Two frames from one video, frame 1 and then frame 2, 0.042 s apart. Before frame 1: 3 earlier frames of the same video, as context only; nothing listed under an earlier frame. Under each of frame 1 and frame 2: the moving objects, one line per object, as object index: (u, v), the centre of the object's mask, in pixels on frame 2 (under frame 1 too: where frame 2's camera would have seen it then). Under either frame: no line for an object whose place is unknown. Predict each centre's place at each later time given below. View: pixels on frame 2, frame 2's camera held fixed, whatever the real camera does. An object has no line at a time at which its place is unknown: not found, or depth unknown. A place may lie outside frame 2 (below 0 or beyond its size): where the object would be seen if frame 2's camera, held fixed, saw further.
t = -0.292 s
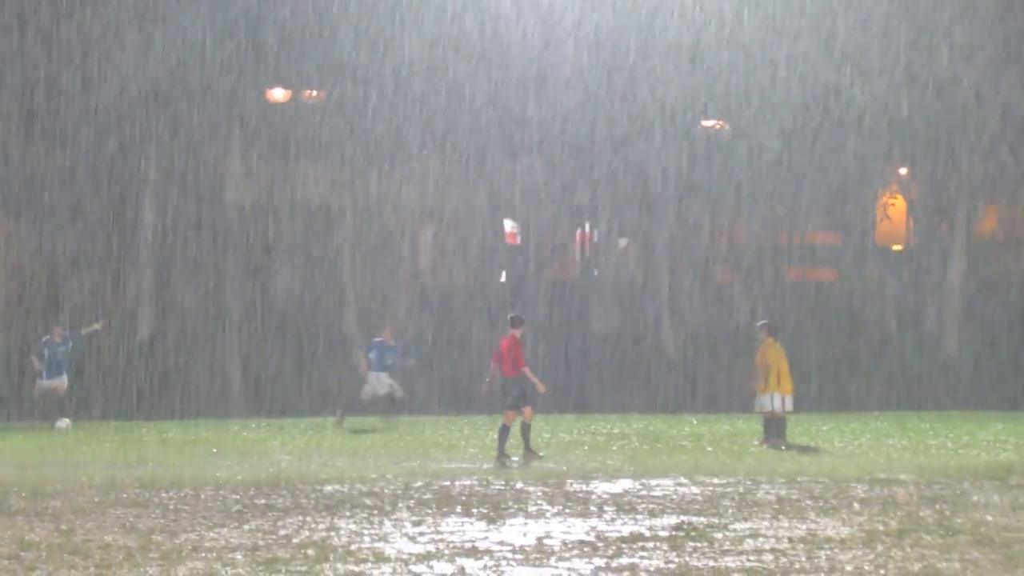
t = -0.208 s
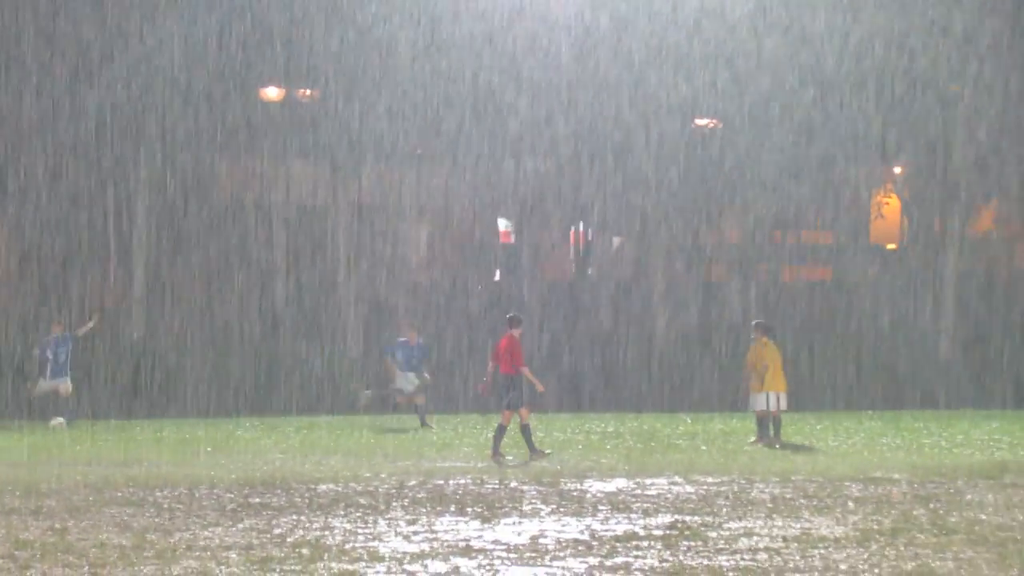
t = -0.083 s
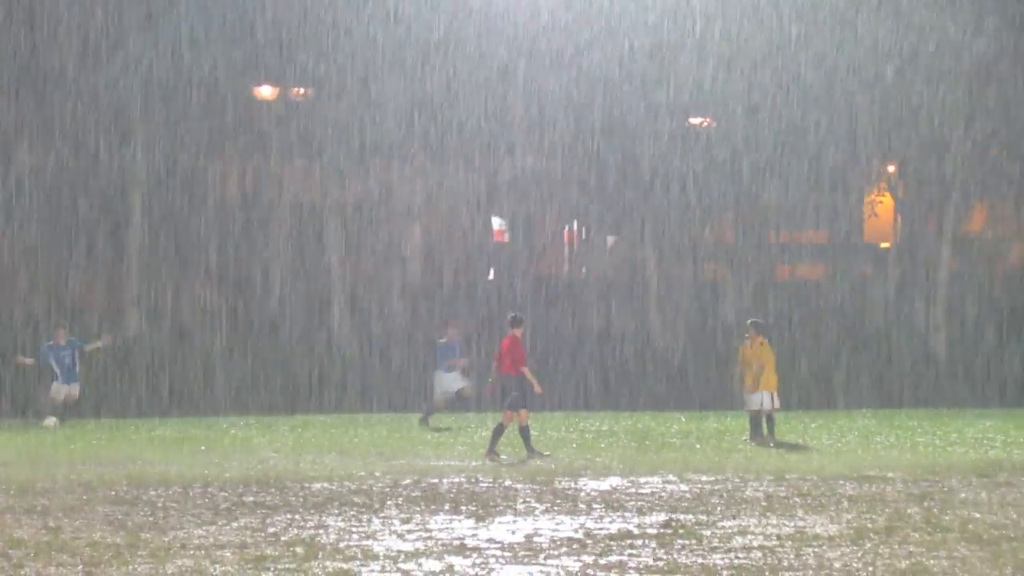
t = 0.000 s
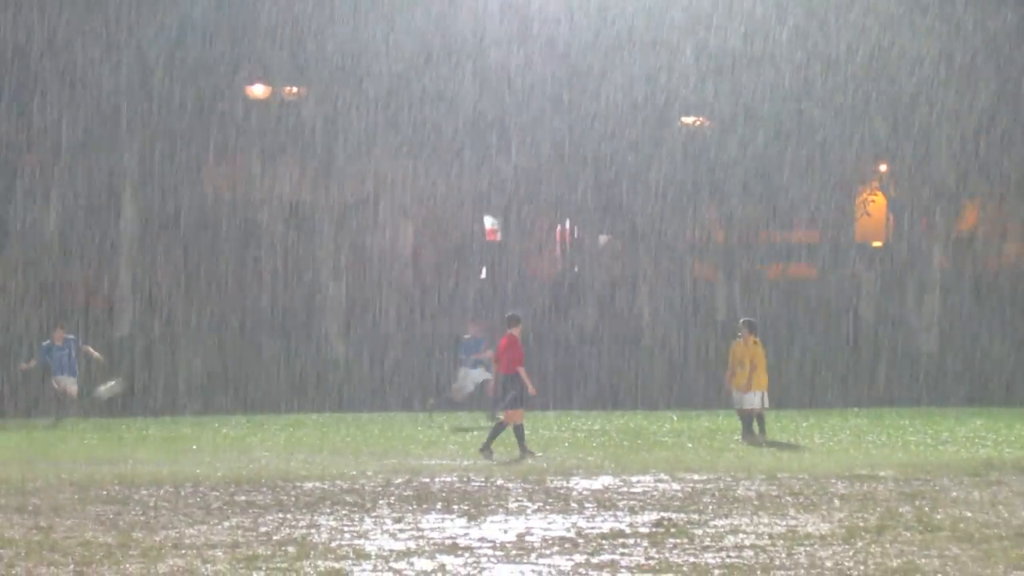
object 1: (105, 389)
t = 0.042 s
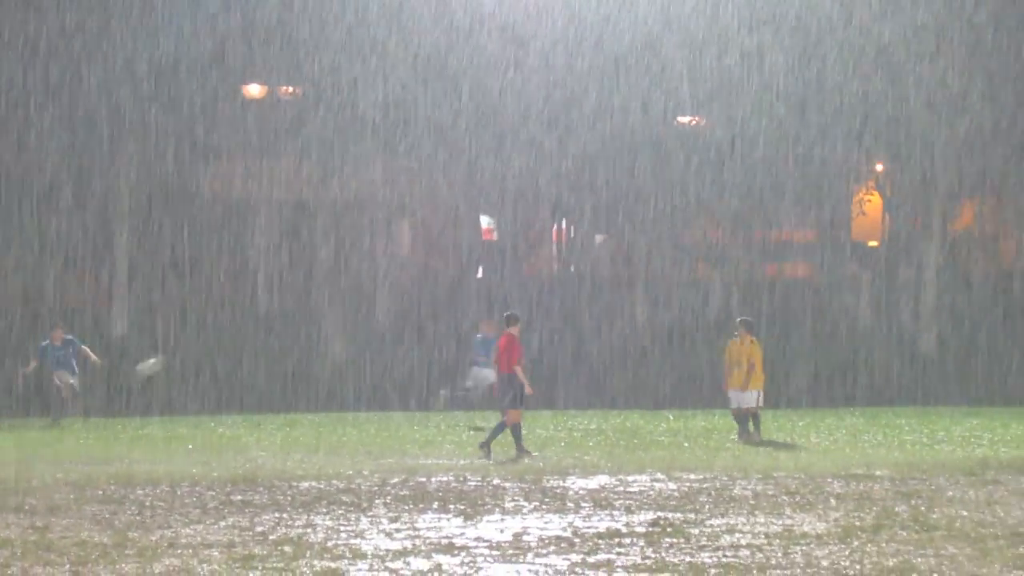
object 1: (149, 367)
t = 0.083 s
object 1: (194, 345)
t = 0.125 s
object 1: (240, 322)
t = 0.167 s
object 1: (286, 301)
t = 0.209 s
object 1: (331, 280)
